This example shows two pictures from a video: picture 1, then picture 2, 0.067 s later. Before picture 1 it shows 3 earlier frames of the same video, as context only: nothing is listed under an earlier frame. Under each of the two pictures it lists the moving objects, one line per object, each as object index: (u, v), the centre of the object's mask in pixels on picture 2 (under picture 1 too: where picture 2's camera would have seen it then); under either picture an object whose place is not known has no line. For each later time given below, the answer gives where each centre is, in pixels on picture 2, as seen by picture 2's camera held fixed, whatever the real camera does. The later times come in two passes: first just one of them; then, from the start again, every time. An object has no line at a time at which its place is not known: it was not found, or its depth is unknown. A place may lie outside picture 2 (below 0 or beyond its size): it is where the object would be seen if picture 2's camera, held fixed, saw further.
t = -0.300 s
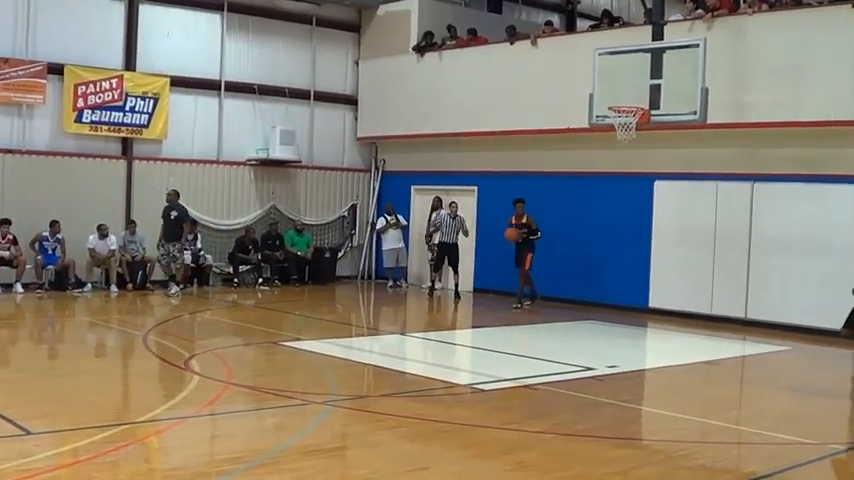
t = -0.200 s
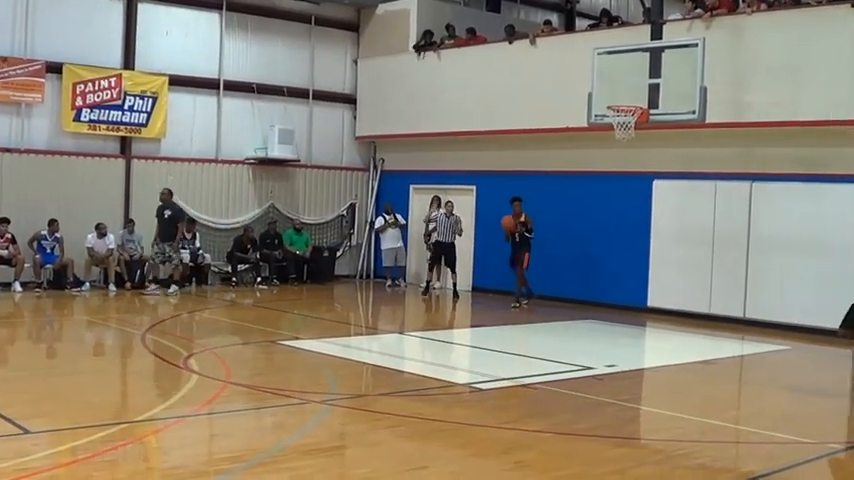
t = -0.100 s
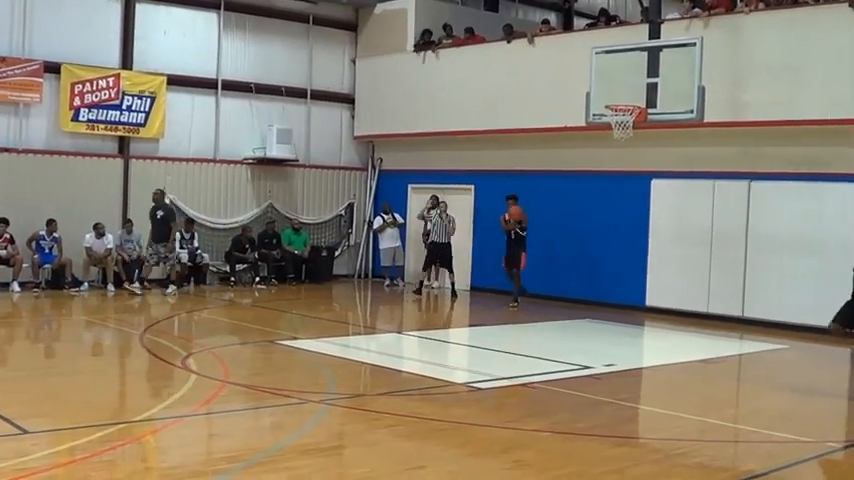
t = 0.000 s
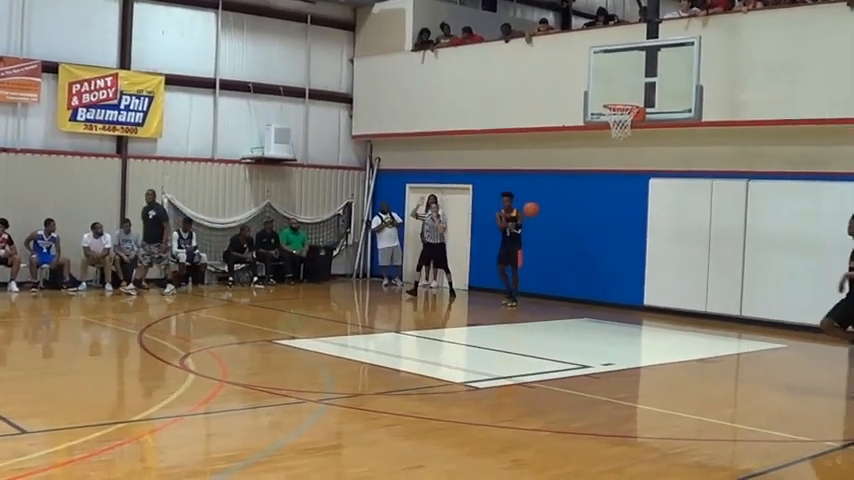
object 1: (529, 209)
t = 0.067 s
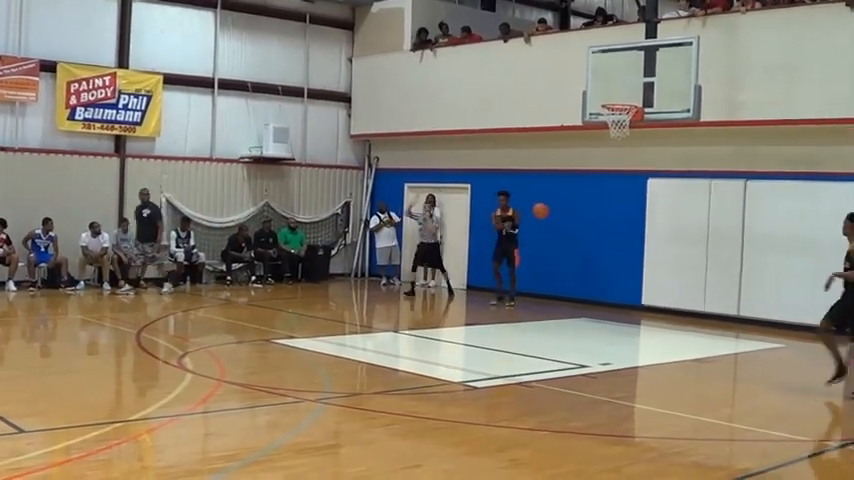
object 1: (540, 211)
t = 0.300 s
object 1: (582, 243)
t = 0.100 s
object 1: (546, 213)
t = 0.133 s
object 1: (552, 216)
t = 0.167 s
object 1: (557, 219)
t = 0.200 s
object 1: (563, 223)
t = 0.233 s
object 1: (570, 229)
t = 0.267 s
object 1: (576, 236)
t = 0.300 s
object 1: (582, 243)
